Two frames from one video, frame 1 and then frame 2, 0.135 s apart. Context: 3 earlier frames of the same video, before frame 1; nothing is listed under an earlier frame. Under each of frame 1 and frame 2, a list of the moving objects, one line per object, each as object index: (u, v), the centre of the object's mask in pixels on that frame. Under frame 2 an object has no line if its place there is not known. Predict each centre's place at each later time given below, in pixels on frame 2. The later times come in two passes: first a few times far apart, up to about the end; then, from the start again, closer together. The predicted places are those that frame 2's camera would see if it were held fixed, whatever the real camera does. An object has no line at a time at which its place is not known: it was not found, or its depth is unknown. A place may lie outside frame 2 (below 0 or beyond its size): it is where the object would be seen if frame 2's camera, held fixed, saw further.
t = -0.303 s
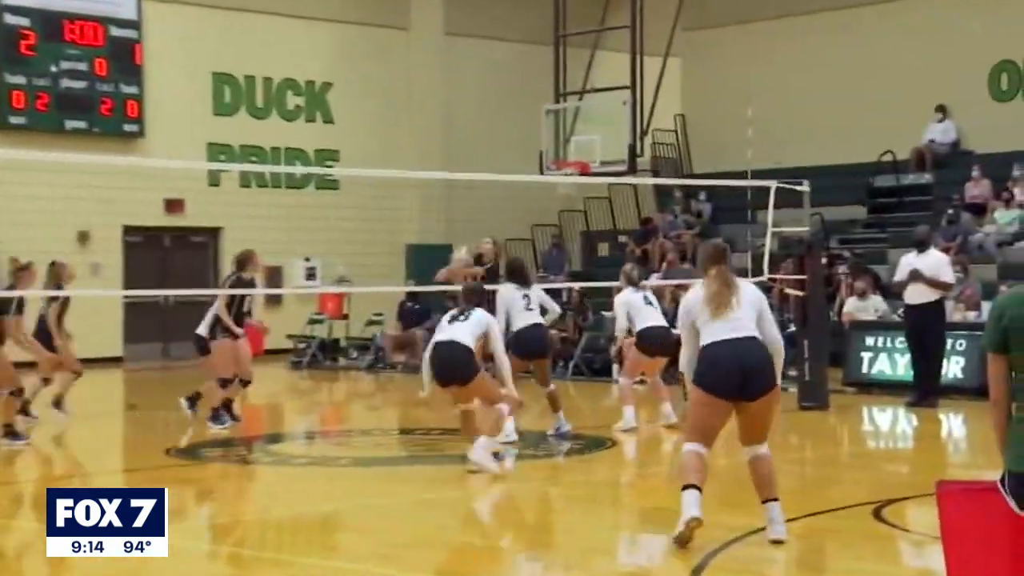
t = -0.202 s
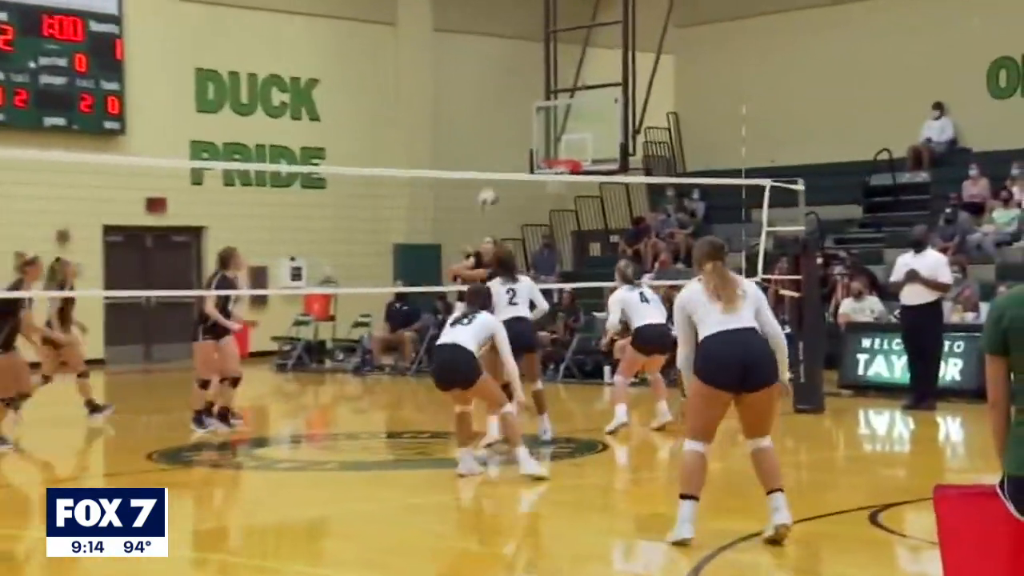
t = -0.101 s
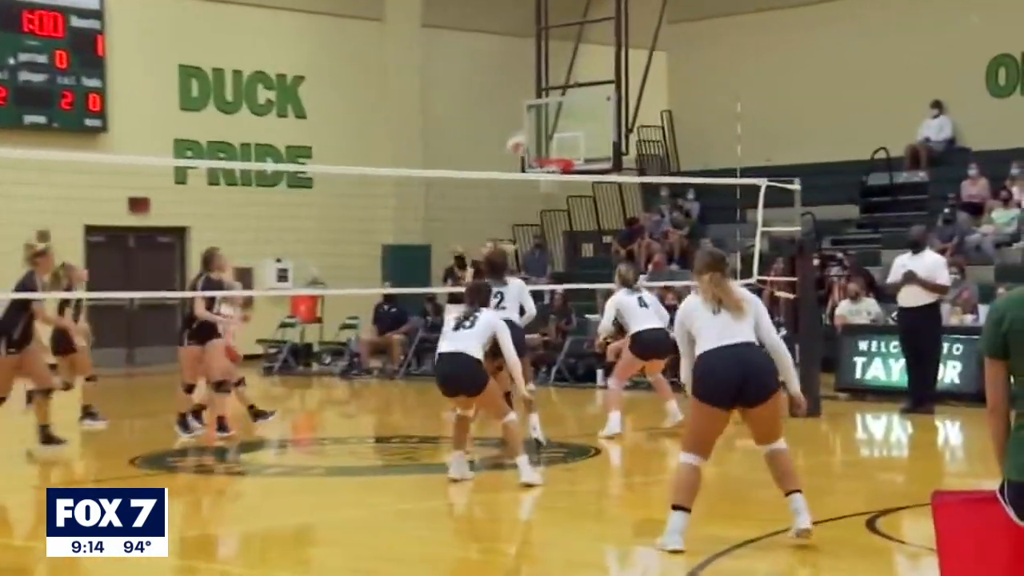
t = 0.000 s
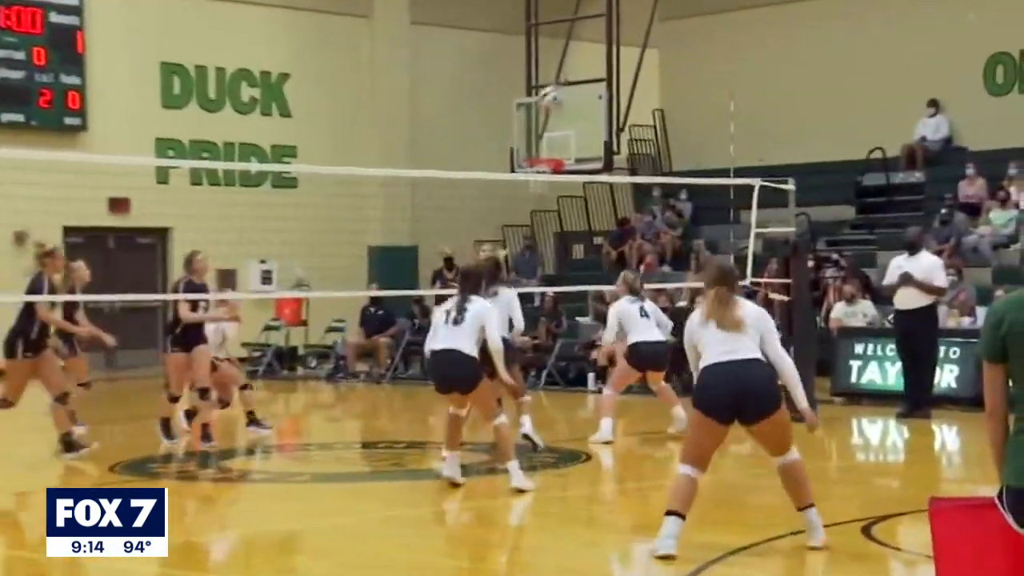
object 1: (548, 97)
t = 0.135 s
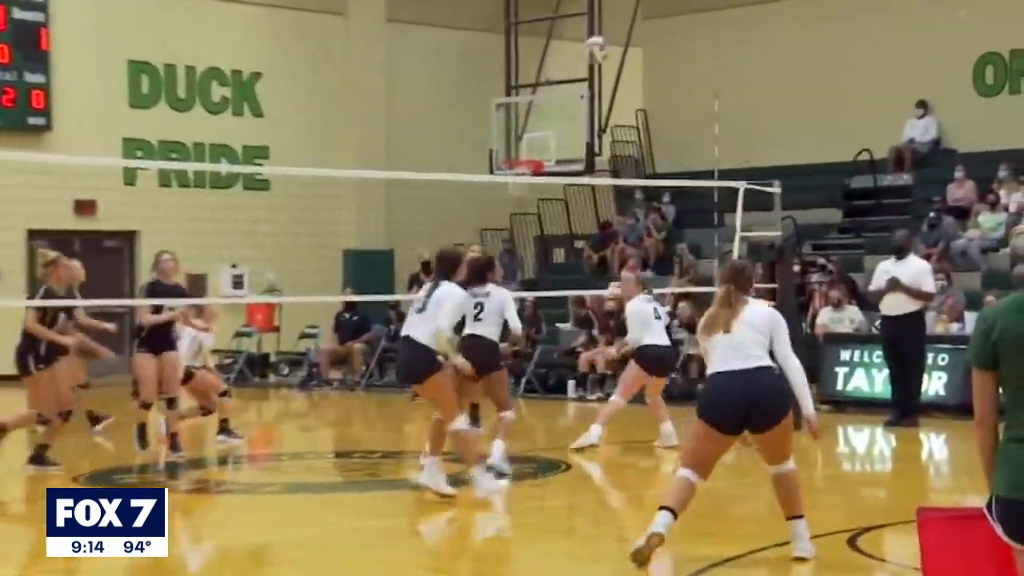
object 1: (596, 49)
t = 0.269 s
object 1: (667, 16)
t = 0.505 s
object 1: (800, 14)
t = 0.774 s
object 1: (974, 109)
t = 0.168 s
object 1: (612, 39)
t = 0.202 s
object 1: (629, 31)
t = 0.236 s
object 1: (648, 23)
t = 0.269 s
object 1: (667, 16)
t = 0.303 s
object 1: (685, 12)
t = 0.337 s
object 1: (702, 10)
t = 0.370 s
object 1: (722, 9)
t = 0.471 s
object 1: (781, 10)
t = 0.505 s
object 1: (800, 14)
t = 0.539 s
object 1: (820, 21)
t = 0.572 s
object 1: (841, 29)
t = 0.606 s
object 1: (861, 38)
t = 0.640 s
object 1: (884, 49)
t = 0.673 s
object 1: (905, 62)
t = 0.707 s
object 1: (926, 76)
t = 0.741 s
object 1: (950, 93)
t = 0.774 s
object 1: (974, 109)
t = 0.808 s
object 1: (996, 135)
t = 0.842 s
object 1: (1020, 160)
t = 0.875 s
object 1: (1046, 182)
